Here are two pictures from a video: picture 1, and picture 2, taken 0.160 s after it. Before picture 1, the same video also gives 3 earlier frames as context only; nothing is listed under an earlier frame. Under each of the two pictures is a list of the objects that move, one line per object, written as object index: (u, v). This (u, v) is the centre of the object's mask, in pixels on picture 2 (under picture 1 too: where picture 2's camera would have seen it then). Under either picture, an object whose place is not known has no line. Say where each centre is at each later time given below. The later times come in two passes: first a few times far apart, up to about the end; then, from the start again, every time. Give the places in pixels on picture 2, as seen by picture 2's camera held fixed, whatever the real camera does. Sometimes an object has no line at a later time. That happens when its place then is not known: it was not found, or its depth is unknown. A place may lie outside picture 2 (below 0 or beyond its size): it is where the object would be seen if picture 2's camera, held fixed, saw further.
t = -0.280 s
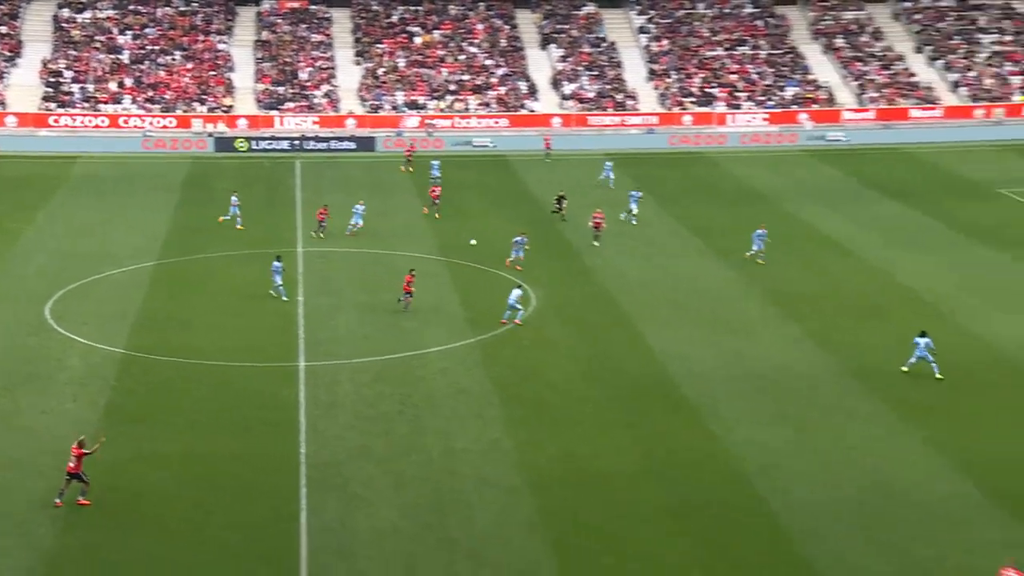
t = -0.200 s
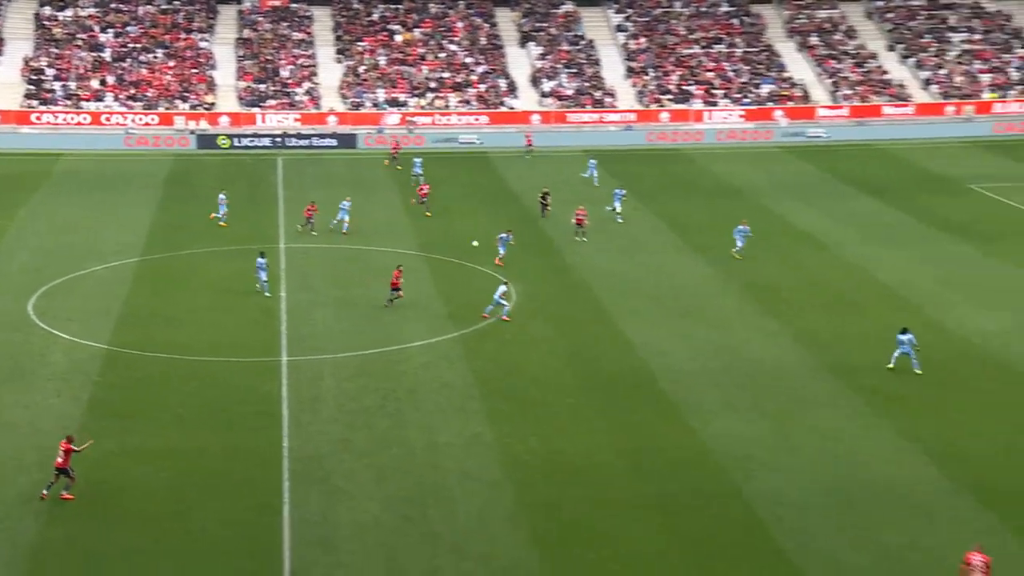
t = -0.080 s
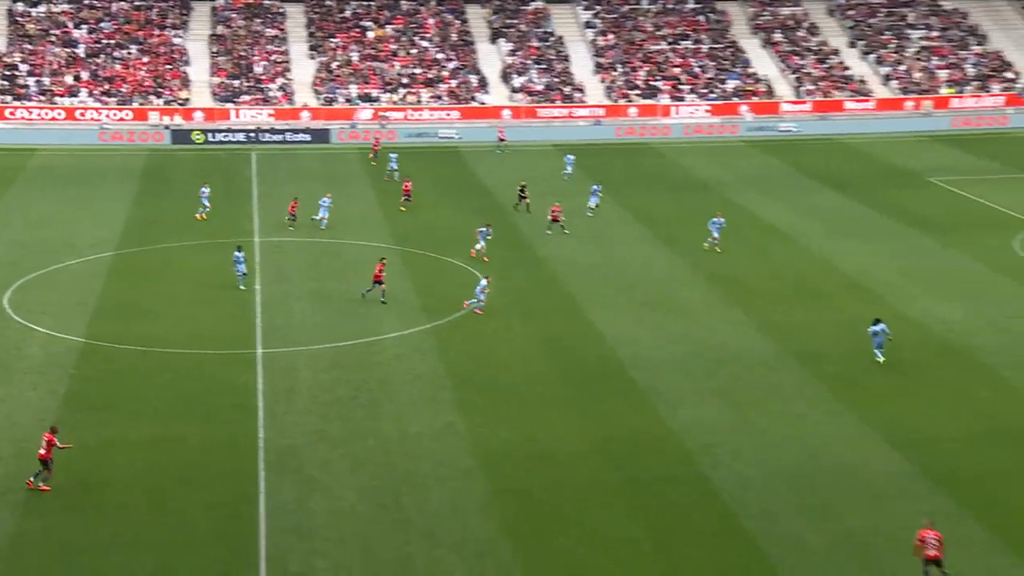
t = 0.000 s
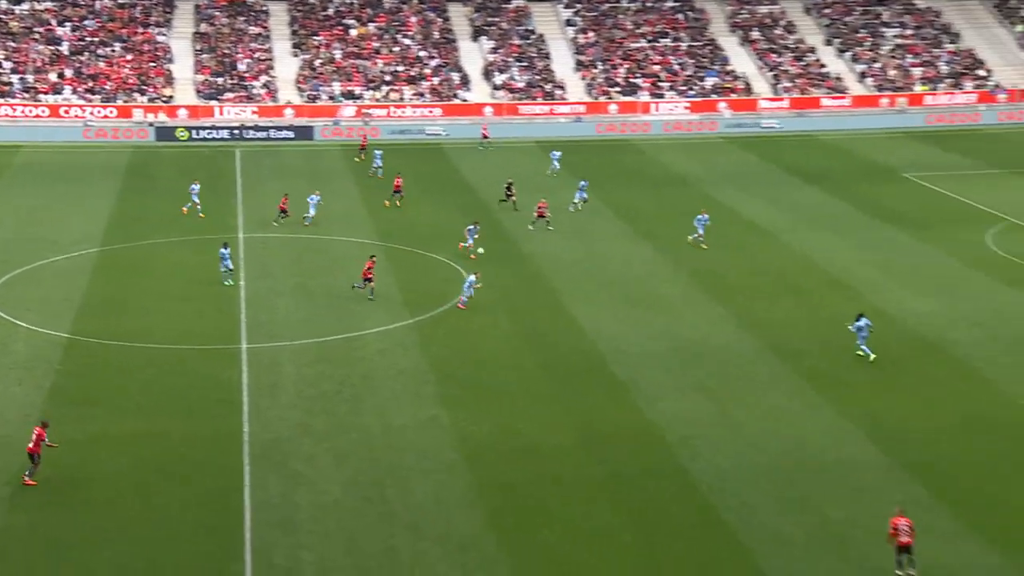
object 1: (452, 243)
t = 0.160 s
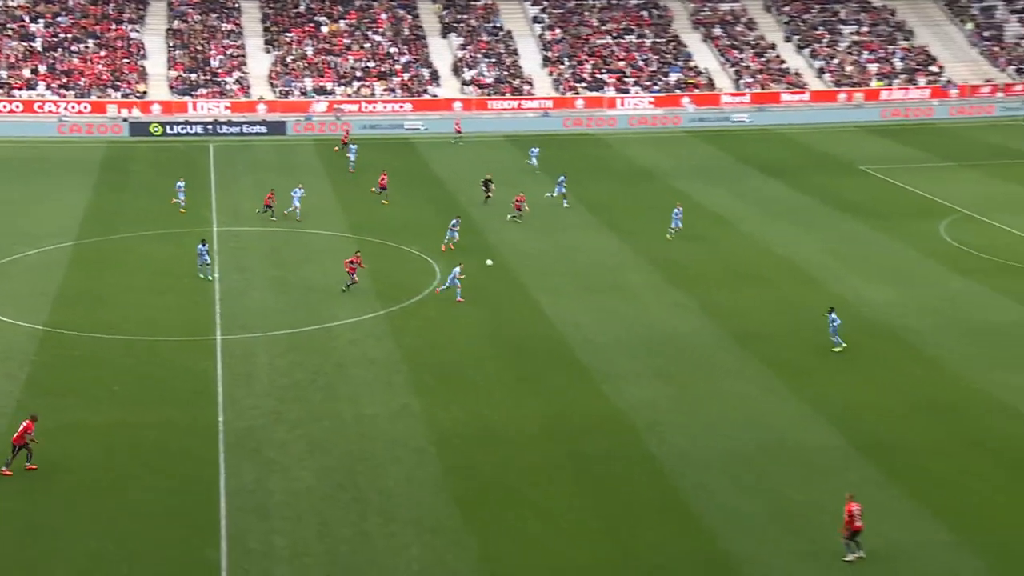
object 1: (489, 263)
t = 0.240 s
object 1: (507, 274)
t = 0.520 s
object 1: (571, 329)
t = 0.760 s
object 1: (627, 396)
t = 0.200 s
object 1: (498, 268)
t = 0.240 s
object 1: (507, 274)
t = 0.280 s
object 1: (517, 281)
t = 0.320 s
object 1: (526, 287)
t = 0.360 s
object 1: (534, 295)
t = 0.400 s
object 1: (544, 303)
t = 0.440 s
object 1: (552, 310)
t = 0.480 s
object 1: (562, 319)
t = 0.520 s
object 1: (571, 329)
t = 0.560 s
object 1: (580, 339)
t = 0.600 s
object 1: (590, 350)
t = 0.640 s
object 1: (599, 360)
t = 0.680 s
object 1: (608, 371)
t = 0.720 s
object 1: (617, 383)
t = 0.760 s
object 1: (627, 396)
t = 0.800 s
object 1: (636, 410)
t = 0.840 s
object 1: (646, 424)
